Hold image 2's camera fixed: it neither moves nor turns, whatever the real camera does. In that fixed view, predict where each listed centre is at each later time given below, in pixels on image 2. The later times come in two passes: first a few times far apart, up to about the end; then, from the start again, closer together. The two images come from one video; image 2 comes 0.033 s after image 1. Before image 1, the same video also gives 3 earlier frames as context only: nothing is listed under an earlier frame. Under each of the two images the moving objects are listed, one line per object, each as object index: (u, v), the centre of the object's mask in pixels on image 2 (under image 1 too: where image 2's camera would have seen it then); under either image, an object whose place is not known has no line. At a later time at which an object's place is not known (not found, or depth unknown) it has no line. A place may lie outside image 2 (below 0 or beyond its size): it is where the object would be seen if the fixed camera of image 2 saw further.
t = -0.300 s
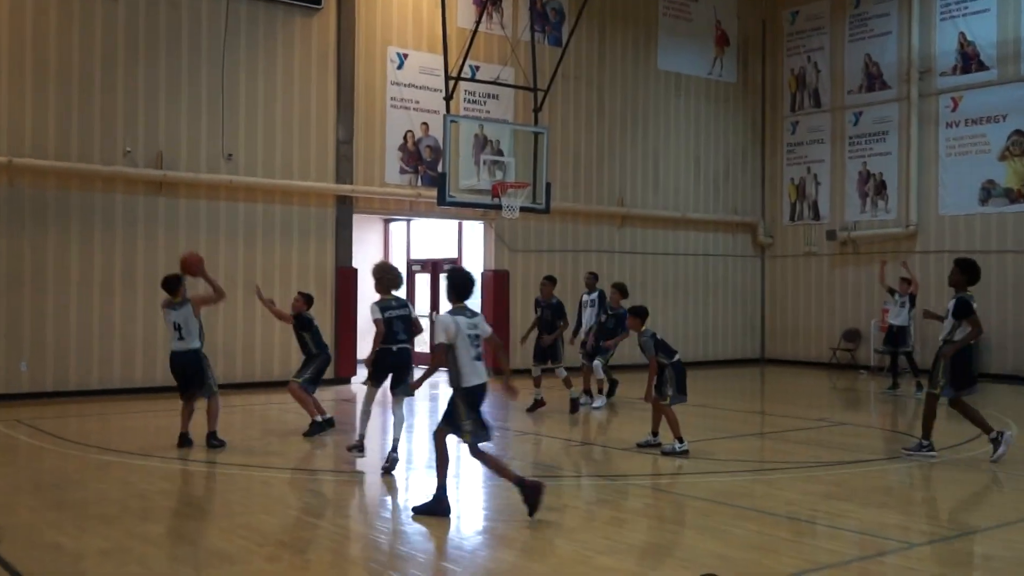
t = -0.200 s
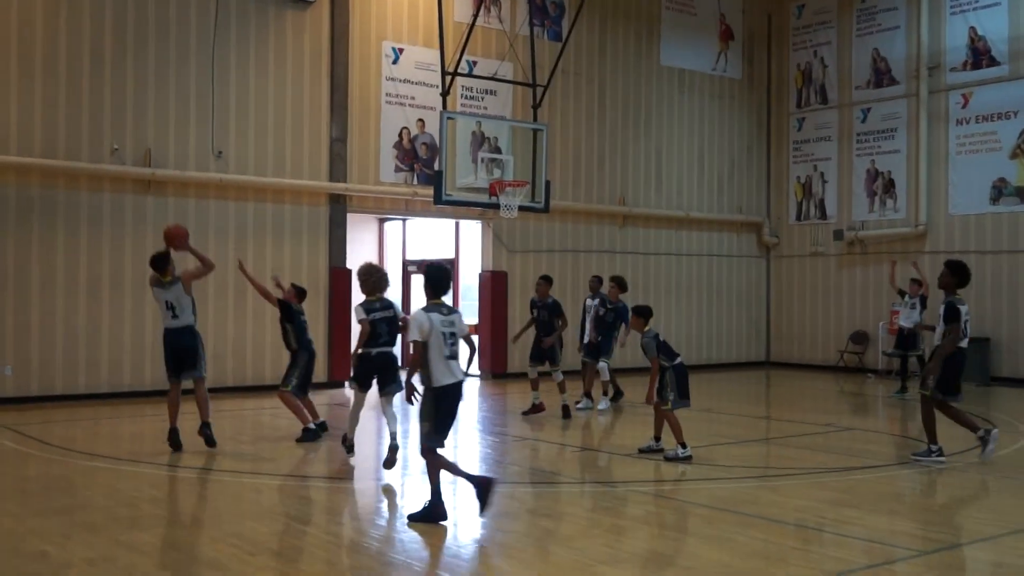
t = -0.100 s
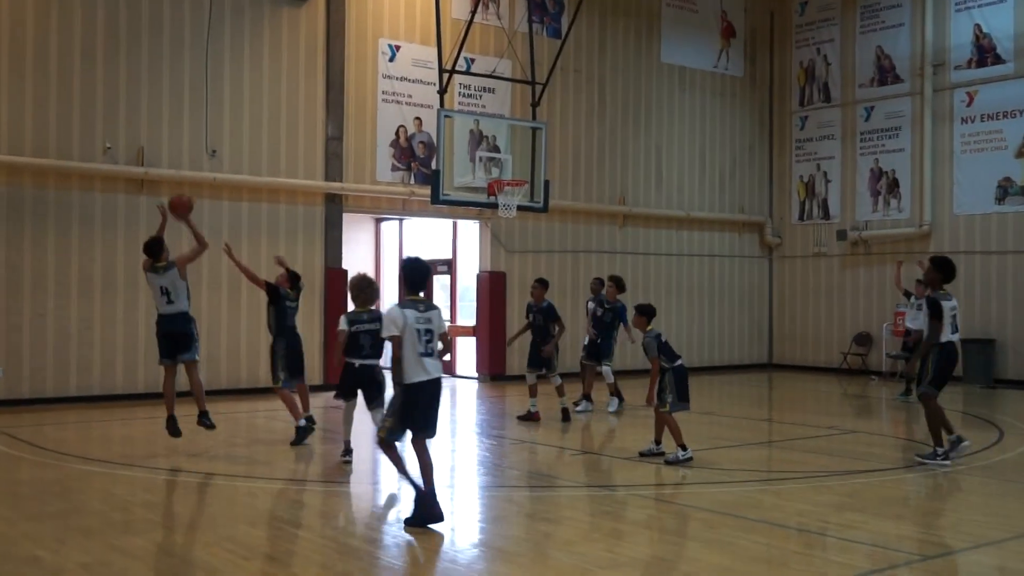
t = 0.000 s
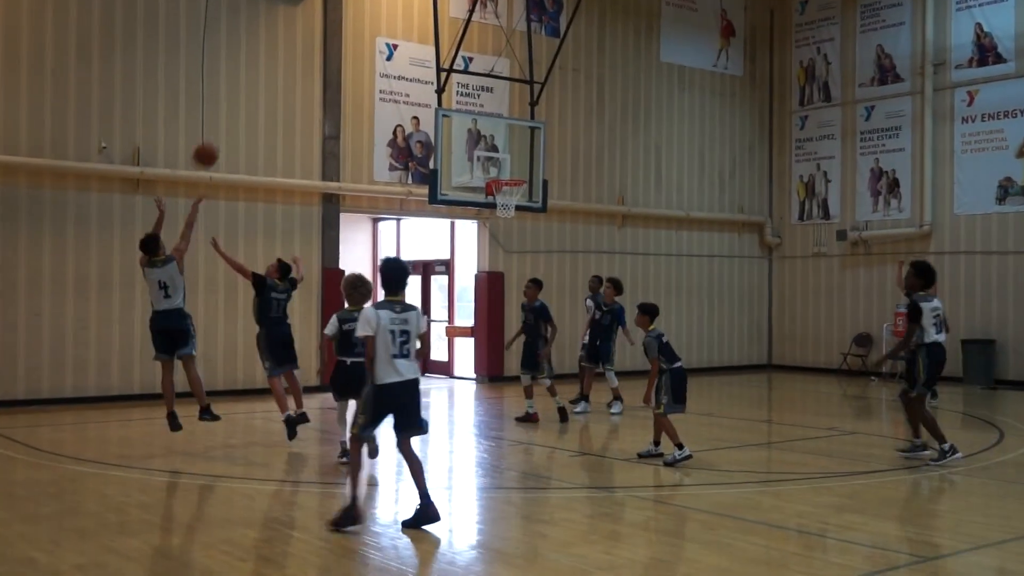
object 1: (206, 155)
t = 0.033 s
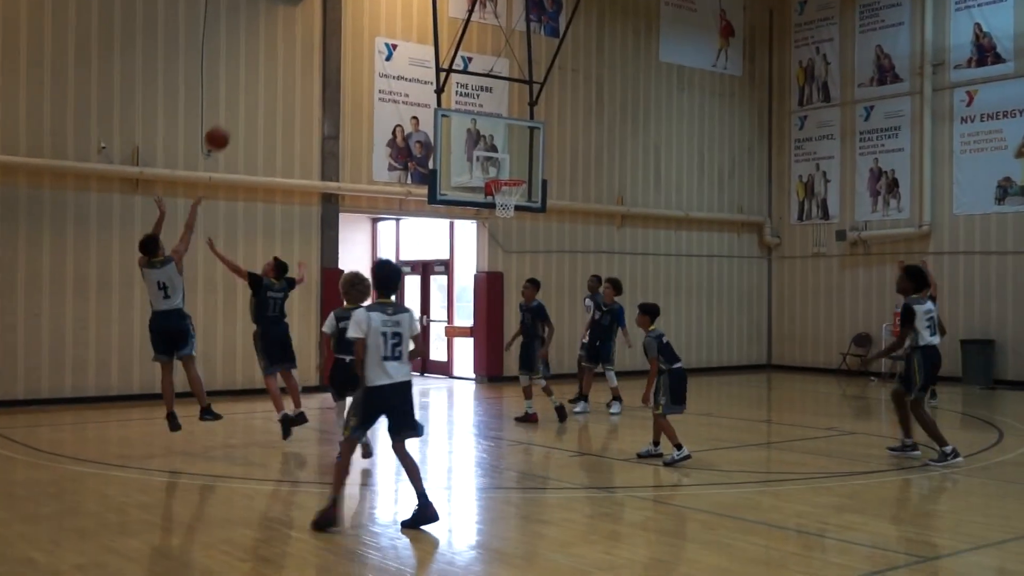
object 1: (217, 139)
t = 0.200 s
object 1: (274, 76)
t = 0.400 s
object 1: (337, 41)
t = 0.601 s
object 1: (391, 40)
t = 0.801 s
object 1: (441, 72)
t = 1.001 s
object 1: (485, 130)
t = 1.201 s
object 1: (514, 162)
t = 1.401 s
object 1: (529, 152)
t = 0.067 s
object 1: (229, 123)
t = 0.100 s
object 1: (241, 109)
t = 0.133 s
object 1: (252, 97)
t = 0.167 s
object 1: (263, 86)
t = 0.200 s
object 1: (274, 76)
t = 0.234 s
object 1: (285, 67)
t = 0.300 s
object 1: (307, 53)
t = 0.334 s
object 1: (316, 47)
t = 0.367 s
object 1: (326, 43)
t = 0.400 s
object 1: (337, 41)
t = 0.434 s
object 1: (346, 37)
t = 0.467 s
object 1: (355, 36)
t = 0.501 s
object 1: (365, 35)
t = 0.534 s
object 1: (374, 36)
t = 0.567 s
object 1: (383, 38)
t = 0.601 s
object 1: (391, 40)
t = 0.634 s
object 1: (400, 43)
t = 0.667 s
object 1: (409, 47)
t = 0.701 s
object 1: (417, 52)
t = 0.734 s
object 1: (424, 58)
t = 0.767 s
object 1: (432, 64)
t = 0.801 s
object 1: (441, 72)
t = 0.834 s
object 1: (448, 79)
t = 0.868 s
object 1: (455, 88)
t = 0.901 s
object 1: (463, 98)
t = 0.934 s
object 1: (472, 108)
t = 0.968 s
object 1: (479, 119)
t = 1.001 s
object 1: (485, 130)
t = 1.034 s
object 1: (492, 143)
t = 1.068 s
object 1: (499, 155)
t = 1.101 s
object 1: (506, 170)
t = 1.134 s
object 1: (509, 172)
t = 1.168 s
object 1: (512, 167)
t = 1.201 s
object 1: (514, 162)
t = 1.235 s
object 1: (517, 158)
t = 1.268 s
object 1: (519, 155)
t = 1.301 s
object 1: (522, 154)
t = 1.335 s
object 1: (524, 153)
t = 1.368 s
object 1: (526, 152)
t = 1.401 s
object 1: (529, 152)
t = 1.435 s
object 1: (532, 153)
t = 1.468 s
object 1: (534, 156)
